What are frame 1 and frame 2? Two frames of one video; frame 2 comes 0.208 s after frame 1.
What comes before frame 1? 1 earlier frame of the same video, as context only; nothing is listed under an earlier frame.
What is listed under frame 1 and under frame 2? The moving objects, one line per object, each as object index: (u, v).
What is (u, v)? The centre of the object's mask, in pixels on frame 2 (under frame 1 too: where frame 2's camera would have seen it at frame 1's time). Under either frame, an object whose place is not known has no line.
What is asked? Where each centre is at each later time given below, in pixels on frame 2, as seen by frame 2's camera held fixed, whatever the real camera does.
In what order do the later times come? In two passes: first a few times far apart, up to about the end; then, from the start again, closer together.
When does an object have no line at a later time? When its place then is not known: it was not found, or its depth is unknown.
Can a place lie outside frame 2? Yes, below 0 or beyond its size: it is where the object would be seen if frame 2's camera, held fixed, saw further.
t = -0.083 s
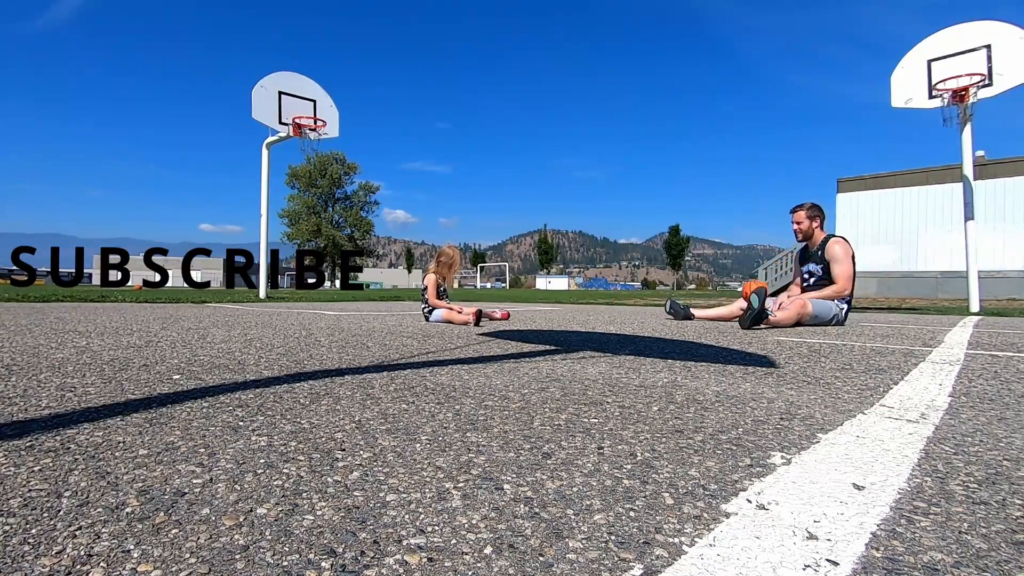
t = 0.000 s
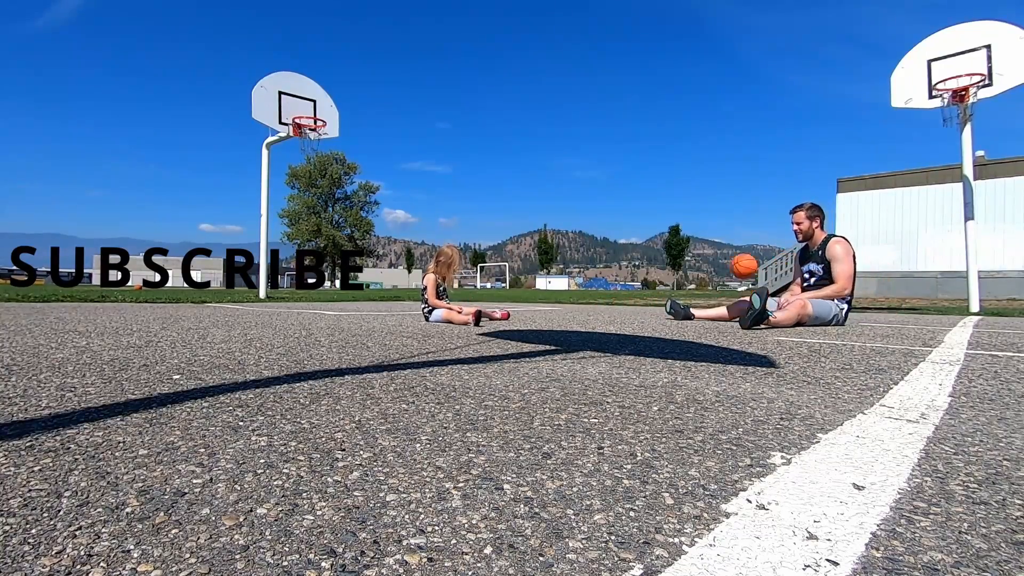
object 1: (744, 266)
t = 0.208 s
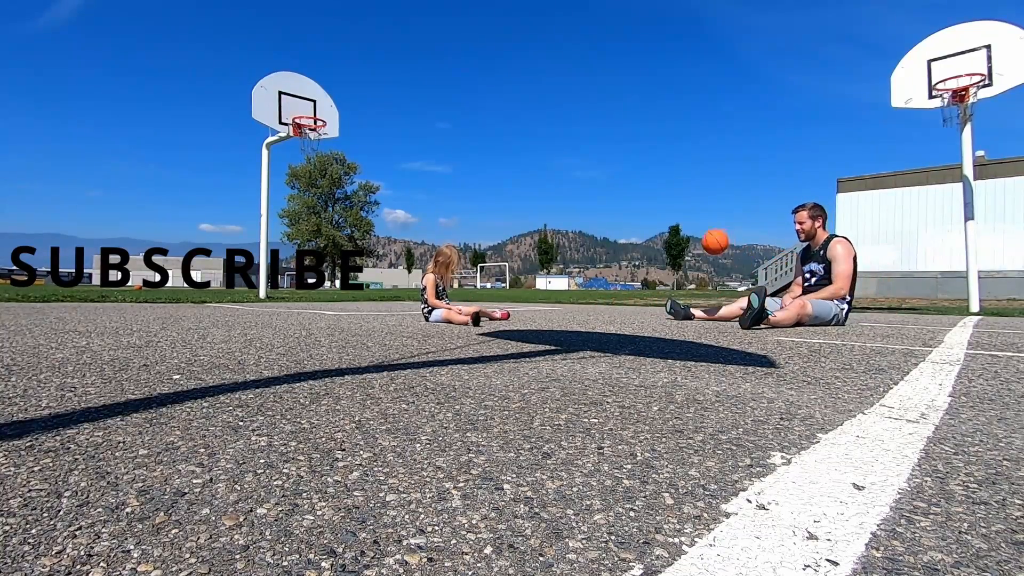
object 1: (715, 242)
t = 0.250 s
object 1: (708, 244)
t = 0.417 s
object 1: (682, 279)
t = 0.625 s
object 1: (656, 283)
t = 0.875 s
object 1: (623, 281)
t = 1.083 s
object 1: (596, 291)
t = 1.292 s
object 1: (572, 294)
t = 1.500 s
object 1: (543, 295)
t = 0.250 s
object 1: (708, 244)
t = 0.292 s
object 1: (703, 248)
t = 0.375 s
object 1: (690, 264)
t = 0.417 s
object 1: (682, 279)
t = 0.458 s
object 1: (677, 290)
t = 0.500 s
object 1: (670, 311)
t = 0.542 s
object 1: (665, 303)
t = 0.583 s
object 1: (660, 290)
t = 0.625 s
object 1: (656, 283)
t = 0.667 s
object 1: (650, 275)
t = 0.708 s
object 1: (645, 273)
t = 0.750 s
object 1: (639, 271)
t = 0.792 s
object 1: (635, 271)
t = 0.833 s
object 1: (628, 276)
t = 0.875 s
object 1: (623, 281)
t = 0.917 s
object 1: (616, 292)
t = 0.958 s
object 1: (612, 301)
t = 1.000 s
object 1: (605, 308)
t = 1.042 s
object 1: (602, 300)
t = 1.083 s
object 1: (596, 291)
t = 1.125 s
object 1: (593, 288)
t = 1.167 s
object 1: (586, 285)
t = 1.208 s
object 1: (582, 285)
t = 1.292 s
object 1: (572, 294)
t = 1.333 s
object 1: (565, 304)
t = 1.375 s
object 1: (561, 311)
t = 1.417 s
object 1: (555, 302)
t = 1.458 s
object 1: (550, 298)
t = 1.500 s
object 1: (543, 295)
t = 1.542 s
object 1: (539, 296)
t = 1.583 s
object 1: (532, 300)
